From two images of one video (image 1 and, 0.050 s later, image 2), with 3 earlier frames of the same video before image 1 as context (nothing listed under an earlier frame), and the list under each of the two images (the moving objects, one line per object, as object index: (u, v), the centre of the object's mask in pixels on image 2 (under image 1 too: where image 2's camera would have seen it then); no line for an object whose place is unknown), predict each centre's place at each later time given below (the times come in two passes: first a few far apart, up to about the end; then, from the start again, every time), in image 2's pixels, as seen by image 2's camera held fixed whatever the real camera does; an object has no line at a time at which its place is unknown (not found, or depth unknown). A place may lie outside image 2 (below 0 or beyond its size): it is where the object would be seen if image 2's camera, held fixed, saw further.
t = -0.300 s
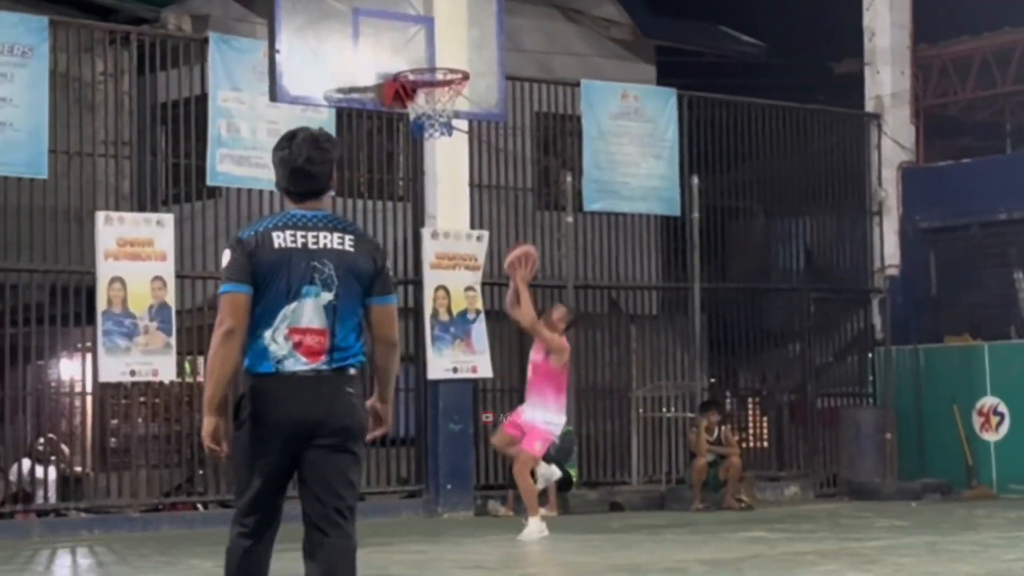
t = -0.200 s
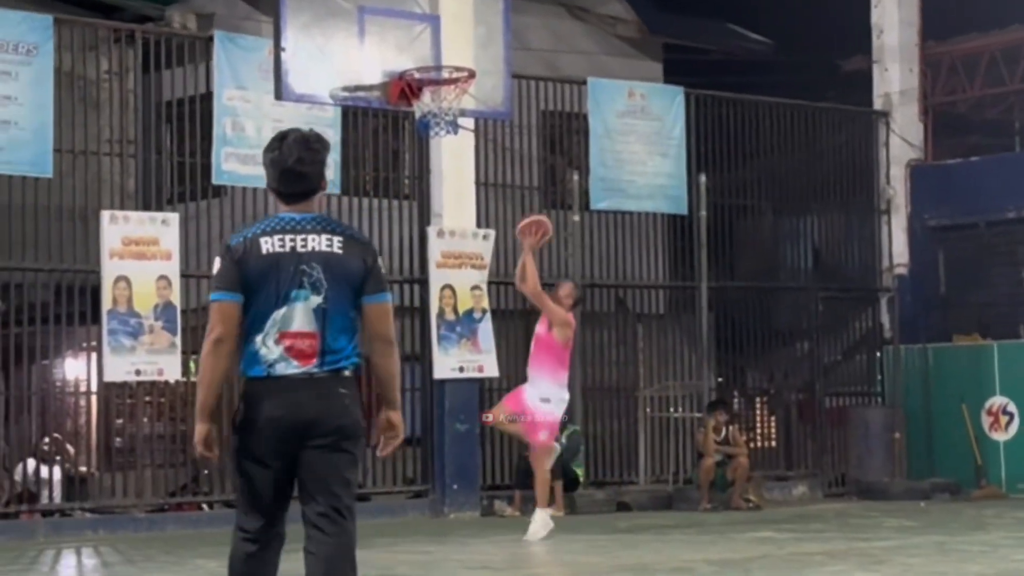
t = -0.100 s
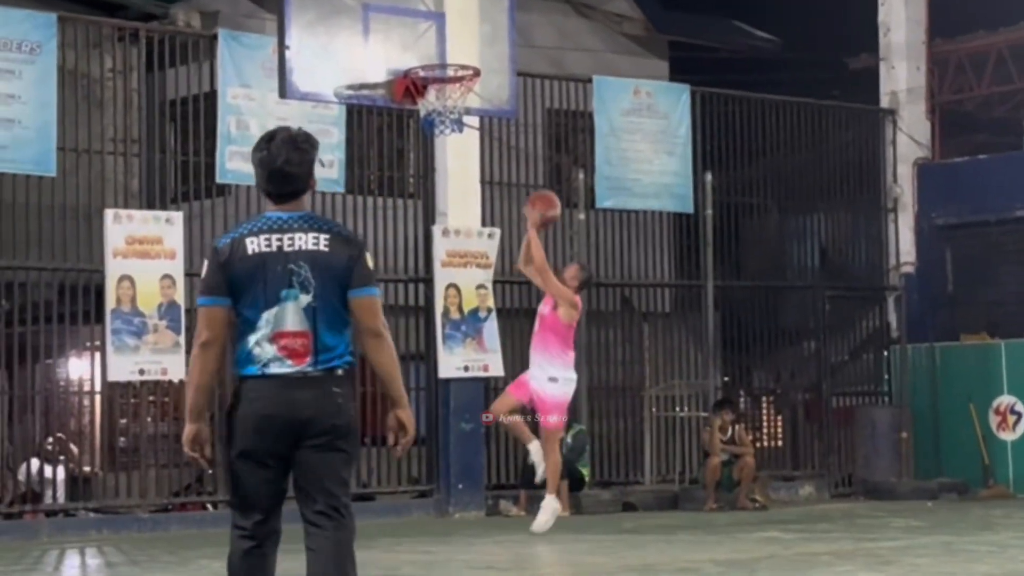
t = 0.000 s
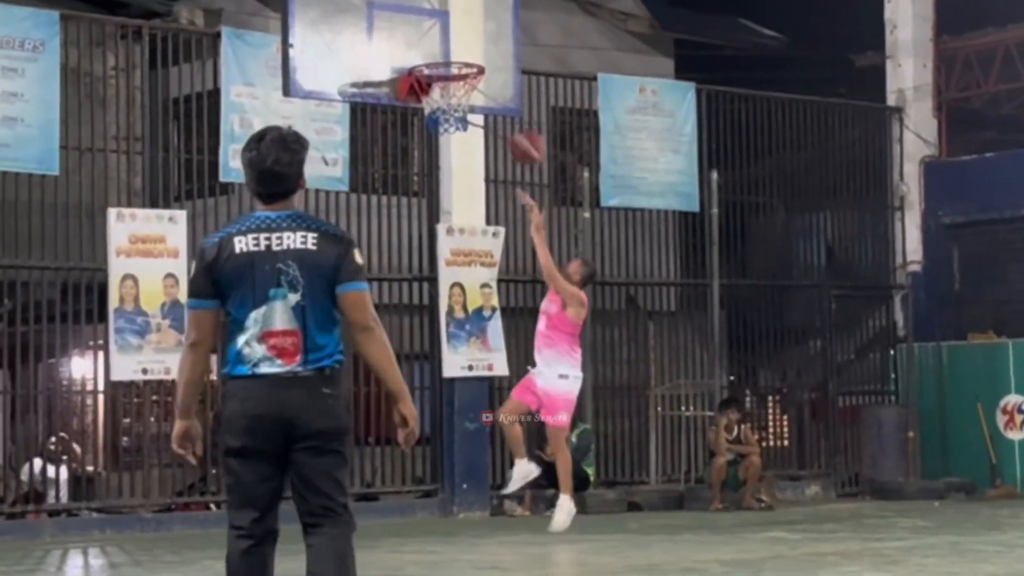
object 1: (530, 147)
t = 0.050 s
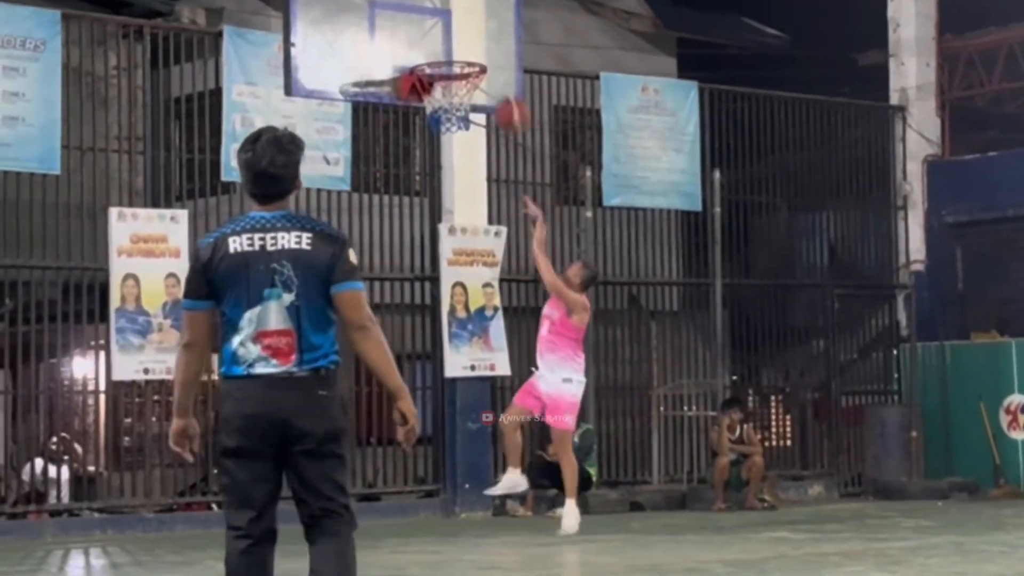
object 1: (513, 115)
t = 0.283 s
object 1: (492, 52)
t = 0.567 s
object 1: (519, 76)
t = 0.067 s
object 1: (508, 104)
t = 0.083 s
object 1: (502, 95)
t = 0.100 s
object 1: (496, 86)
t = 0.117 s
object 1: (495, 82)
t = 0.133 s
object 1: (496, 77)
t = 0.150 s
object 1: (497, 72)
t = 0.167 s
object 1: (496, 68)
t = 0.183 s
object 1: (497, 65)
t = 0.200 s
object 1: (495, 61)
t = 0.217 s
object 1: (496, 58)
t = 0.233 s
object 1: (493, 58)
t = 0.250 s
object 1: (493, 55)
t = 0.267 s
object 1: (492, 54)
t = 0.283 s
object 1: (492, 52)
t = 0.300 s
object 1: (493, 52)
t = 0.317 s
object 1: (492, 52)
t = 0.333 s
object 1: (492, 52)
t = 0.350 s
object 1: (491, 53)
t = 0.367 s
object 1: (492, 54)
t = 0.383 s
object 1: (493, 55)
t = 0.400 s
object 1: (493, 56)
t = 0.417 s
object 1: (493, 58)
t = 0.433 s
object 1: (494, 60)
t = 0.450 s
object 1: (496, 61)
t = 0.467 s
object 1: (499, 62)
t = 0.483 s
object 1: (503, 63)
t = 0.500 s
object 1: (506, 65)
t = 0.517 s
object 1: (510, 67)
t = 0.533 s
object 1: (513, 69)
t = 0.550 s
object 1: (516, 73)
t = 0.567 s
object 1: (519, 76)
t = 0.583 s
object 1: (522, 80)
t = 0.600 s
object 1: (525, 84)
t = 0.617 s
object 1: (528, 88)
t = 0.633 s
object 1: (532, 93)
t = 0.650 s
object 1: (535, 98)
